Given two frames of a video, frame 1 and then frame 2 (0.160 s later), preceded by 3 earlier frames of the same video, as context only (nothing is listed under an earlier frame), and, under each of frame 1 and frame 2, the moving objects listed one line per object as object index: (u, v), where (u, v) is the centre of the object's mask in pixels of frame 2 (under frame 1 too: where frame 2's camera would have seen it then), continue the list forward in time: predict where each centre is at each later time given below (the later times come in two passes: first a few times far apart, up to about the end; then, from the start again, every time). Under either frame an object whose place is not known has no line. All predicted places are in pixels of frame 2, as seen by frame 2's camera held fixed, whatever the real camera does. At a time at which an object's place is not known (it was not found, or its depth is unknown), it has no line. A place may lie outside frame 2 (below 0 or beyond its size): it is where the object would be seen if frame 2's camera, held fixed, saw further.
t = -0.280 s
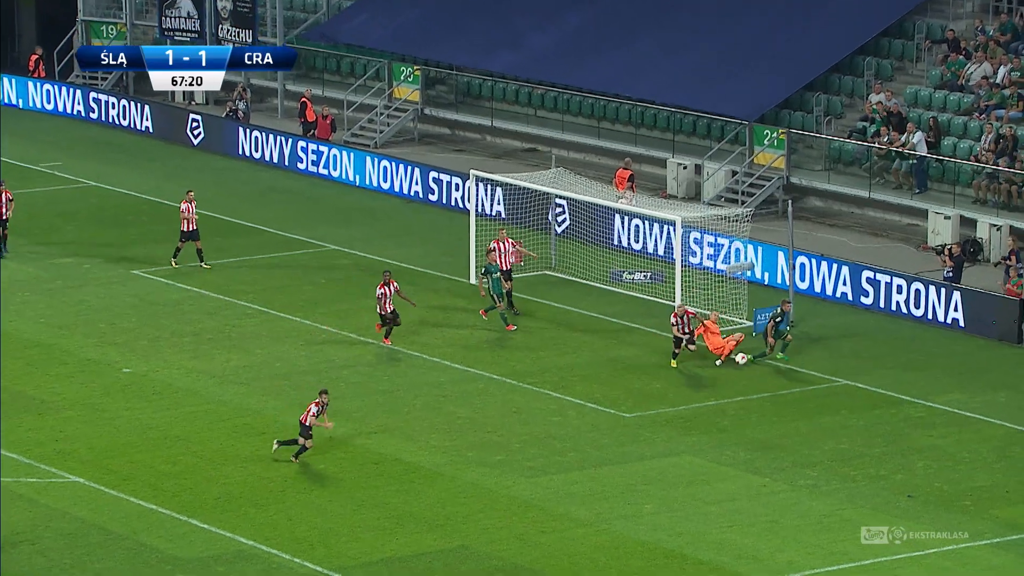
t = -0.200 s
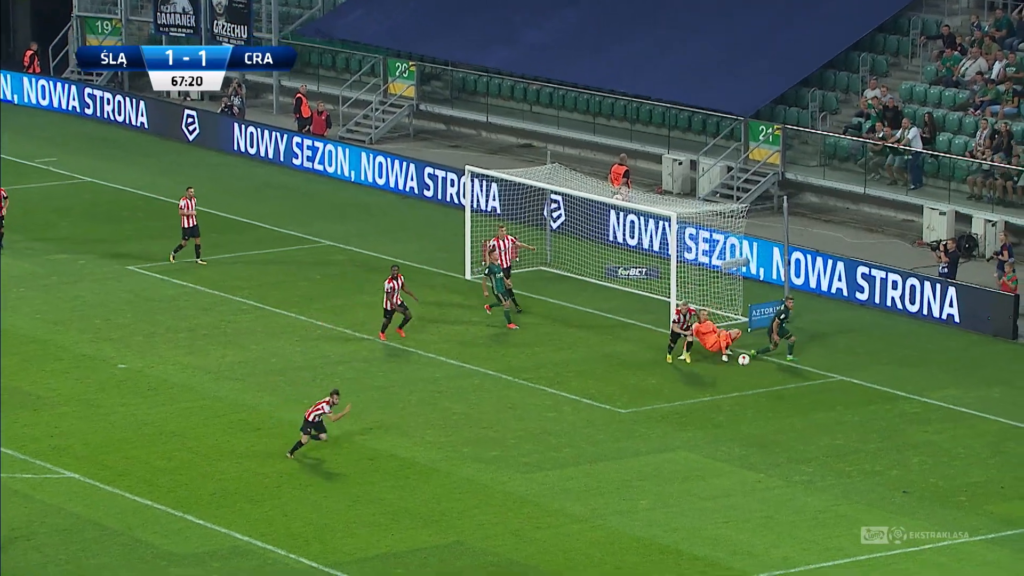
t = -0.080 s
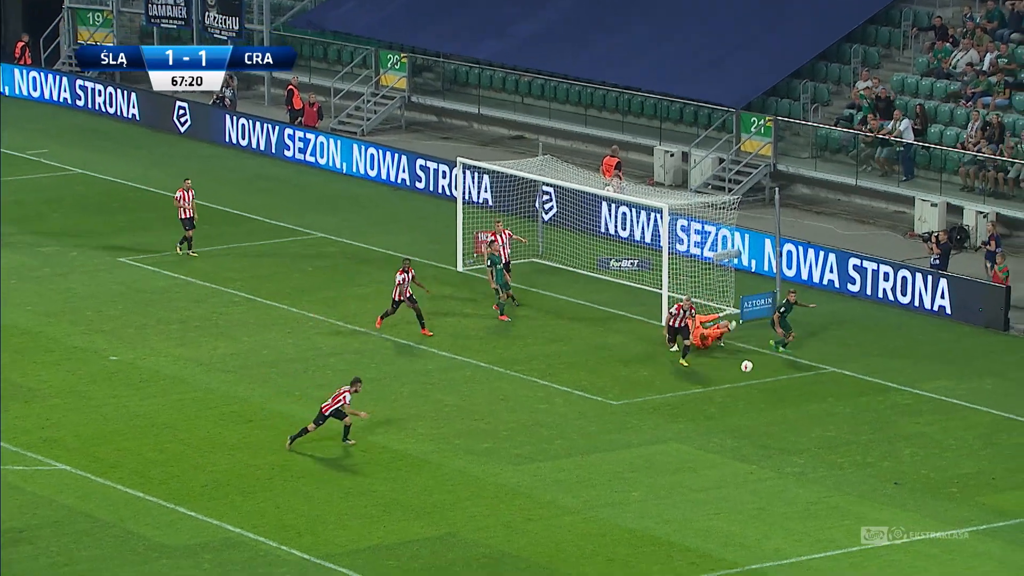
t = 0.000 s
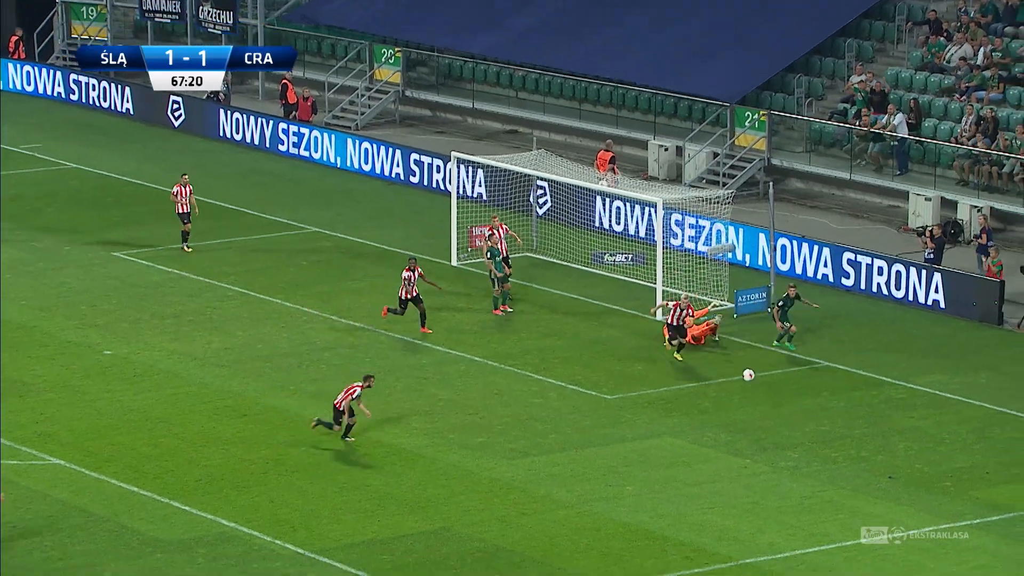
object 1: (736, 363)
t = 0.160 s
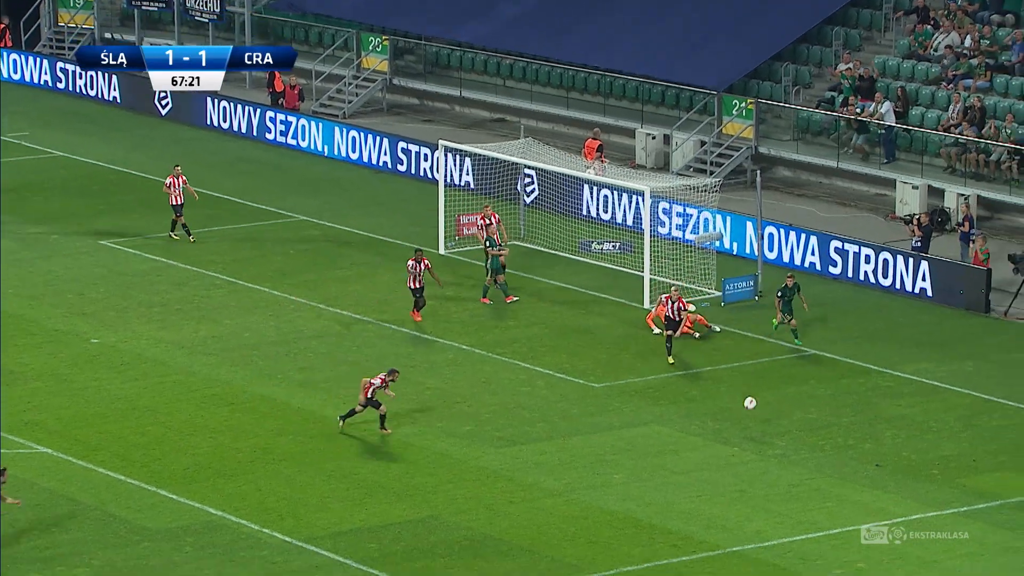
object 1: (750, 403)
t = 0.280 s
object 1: (760, 438)
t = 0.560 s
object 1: (785, 428)
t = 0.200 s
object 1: (753, 415)
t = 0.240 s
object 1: (756, 428)
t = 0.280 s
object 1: (760, 438)
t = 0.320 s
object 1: (764, 434)
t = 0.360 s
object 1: (767, 431)
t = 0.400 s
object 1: (771, 428)
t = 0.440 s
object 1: (774, 427)
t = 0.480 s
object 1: (778, 426)
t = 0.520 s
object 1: (782, 427)
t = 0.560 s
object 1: (785, 428)
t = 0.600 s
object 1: (789, 431)
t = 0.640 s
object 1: (793, 434)
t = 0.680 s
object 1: (796, 439)
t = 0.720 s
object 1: (800, 444)
